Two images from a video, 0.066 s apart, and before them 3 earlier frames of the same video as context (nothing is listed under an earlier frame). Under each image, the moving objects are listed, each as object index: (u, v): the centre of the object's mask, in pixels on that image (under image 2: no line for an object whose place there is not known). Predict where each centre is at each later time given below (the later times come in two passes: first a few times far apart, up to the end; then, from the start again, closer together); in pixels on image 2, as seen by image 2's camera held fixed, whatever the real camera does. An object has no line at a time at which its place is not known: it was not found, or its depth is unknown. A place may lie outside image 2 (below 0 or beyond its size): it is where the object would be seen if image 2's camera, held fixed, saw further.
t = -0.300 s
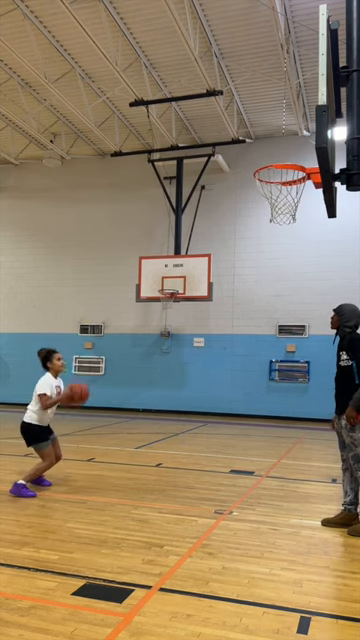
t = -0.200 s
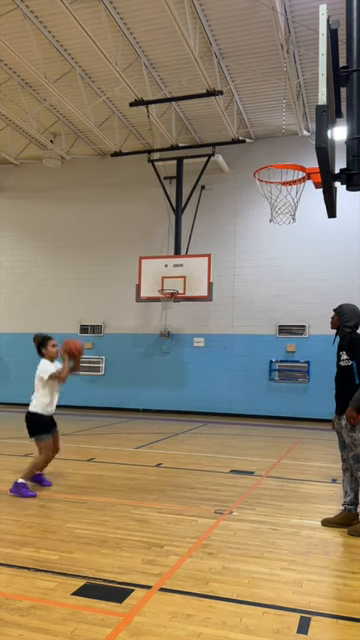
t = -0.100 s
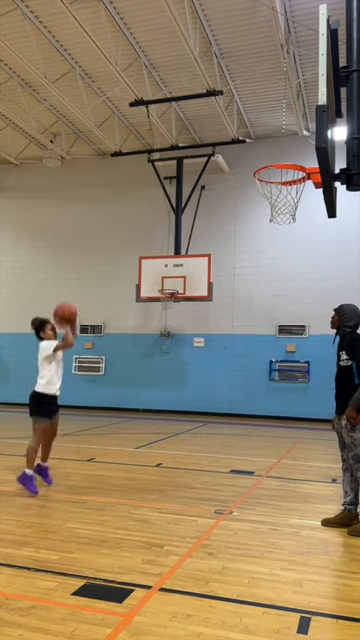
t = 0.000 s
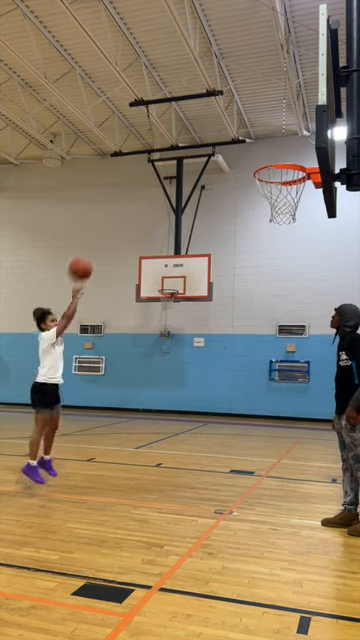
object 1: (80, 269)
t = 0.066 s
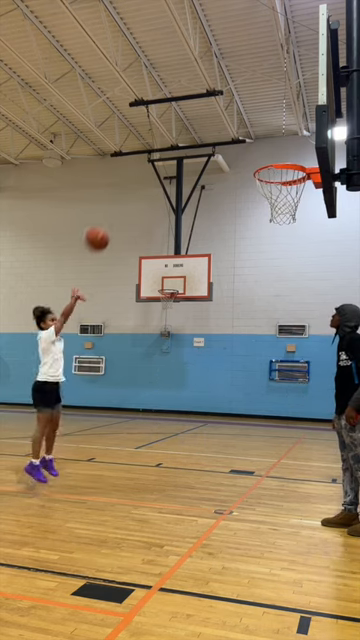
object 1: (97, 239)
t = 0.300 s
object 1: (156, 163)
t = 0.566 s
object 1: (226, 137)
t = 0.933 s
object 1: (282, 206)
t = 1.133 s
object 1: (266, 210)
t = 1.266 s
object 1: (258, 228)
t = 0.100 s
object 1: (105, 226)
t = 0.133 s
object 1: (114, 212)
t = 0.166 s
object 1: (122, 201)
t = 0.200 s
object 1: (131, 189)
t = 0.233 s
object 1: (139, 179)
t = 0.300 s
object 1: (156, 163)
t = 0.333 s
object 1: (165, 156)
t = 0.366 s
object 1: (174, 150)
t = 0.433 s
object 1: (191, 141)
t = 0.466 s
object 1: (200, 139)
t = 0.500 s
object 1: (209, 136)
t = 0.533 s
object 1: (217, 136)
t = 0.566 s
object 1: (226, 137)
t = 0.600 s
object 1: (236, 138)
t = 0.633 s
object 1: (244, 141)
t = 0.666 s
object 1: (254, 145)
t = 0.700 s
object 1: (263, 150)
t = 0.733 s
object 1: (273, 154)
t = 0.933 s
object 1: (282, 206)
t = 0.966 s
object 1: (277, 207)
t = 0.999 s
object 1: (275, 208)
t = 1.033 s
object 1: (272, 208)
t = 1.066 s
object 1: (270, 207)
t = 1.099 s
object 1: (268, 208)
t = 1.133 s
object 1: (266, 210)
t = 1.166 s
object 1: (264, 212)
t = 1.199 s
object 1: (262, 217)
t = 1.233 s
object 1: (260, 222)
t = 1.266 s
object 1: (258, 228)
